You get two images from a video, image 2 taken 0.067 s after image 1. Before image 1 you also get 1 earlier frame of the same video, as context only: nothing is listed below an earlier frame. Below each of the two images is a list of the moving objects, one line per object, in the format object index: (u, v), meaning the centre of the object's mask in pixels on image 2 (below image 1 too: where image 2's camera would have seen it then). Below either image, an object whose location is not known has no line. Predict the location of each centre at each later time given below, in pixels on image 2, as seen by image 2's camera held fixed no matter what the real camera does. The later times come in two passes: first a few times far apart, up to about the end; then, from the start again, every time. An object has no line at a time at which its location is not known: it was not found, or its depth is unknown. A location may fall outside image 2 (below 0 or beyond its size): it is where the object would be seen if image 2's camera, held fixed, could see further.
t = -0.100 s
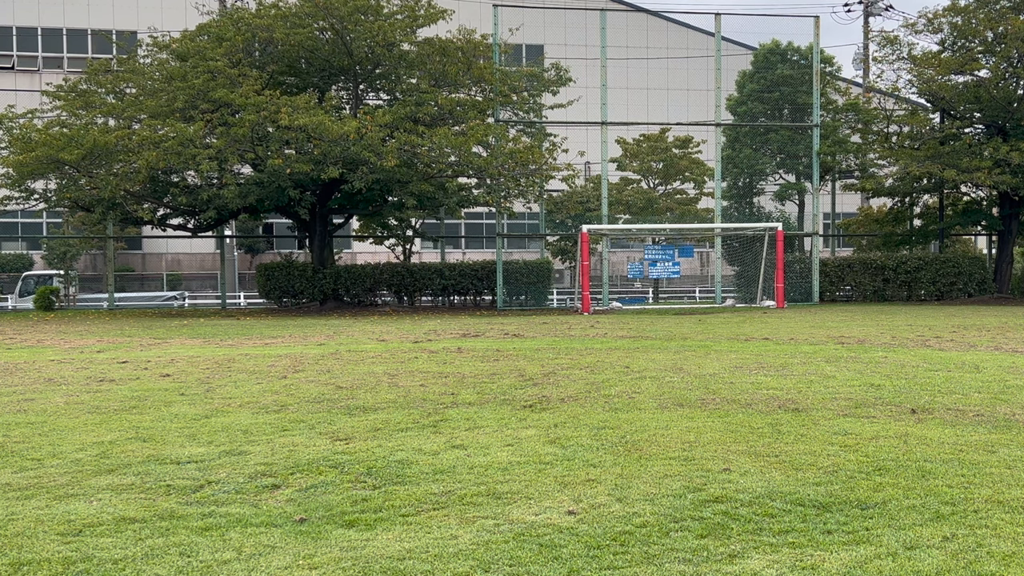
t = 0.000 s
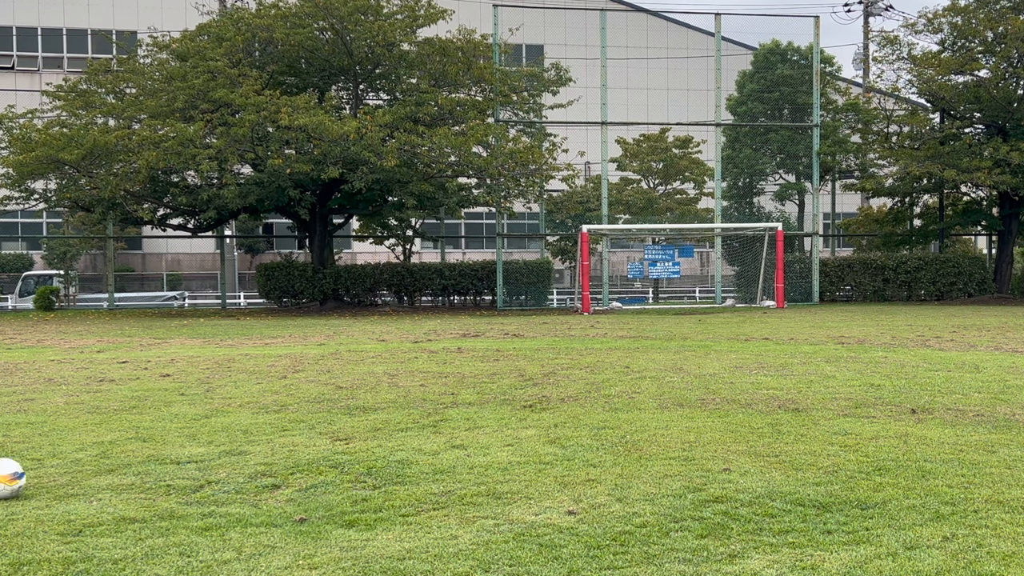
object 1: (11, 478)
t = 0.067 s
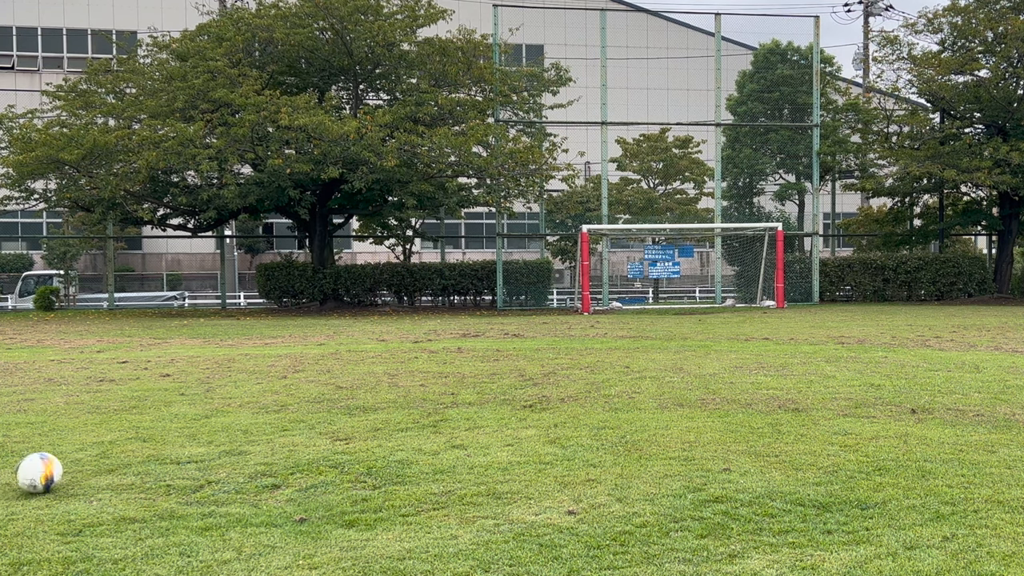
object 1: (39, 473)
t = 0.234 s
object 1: (122, 462)
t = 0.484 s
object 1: (226, 449)
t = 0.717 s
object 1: (305, 438)
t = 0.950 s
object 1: (370, 427)
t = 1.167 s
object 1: (421, 419)
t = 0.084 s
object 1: (48, 472)
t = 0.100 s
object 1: (56, 471)
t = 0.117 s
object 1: (65, 470)
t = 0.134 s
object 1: (74, 470)
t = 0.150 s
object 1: (82, 468)
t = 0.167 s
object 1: (90, 466)
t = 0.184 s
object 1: (98, 465)
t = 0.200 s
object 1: (106, 463)
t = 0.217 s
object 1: (114, 462)
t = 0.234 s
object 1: (122, 462)
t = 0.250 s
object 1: (130, 462)
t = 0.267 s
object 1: (138, 461)
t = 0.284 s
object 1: (145, 462)
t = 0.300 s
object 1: (153, 460)
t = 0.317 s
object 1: (160, 459)
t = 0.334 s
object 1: (167, 458)
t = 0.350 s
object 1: (174, 457)
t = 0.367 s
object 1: (181, 456)
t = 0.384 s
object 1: (188, 455)
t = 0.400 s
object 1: (194, 455)
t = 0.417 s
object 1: (201, 454)
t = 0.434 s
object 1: (208, 454)
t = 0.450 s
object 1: (214, 453)
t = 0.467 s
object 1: (220, 451)
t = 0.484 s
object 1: (226, 449)
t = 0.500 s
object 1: (232, 447)
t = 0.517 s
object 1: (238, 446)
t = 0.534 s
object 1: (244, 445)
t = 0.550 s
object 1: (250, 445)
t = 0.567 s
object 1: (256, 445)
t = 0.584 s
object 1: (262, 444)
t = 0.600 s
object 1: (267, 443)
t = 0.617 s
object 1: (273, 442)
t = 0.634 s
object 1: (278, 441)
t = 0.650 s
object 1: (283, 440)
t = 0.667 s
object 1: (289, 439)
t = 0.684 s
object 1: (295, 439)
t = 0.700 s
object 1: (300, 438)
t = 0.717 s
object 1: (305, 438)
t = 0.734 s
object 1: (309, 437)
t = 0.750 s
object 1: (314, 436)
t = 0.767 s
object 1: (319, 435)
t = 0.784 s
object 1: (324, 434)
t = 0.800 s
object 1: (329, 433)
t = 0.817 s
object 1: (334, 433)
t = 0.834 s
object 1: (339, 432)
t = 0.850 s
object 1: (344, 431)
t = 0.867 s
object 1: (349, 431)
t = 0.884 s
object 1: (353, 429)
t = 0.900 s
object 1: (357, 429)
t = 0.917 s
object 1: (362, 428)
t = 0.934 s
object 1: (366, 427)
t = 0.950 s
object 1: (370, 427)
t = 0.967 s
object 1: (375, 426)
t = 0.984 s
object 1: (378, 426)
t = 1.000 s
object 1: (383, 426)
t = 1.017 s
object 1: (387, 425)
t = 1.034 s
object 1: (391, 424)
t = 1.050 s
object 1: (395, 423)
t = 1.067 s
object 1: (399, 422)
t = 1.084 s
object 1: (403, 421)
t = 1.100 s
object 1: (407, 421)
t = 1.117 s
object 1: (410, 420)
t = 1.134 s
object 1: (414, 420)
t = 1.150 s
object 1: (418, 420)
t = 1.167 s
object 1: (421, 419)
